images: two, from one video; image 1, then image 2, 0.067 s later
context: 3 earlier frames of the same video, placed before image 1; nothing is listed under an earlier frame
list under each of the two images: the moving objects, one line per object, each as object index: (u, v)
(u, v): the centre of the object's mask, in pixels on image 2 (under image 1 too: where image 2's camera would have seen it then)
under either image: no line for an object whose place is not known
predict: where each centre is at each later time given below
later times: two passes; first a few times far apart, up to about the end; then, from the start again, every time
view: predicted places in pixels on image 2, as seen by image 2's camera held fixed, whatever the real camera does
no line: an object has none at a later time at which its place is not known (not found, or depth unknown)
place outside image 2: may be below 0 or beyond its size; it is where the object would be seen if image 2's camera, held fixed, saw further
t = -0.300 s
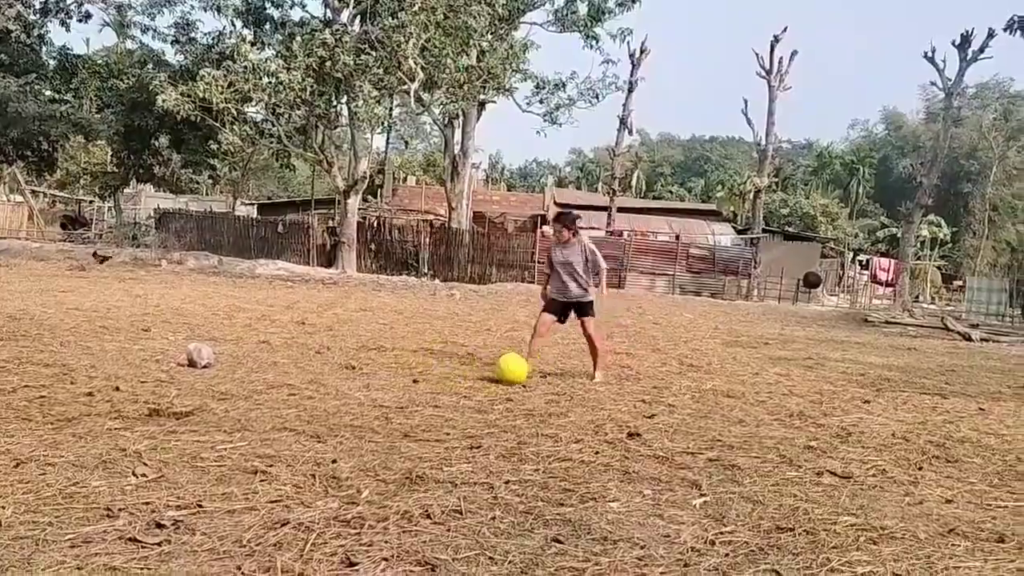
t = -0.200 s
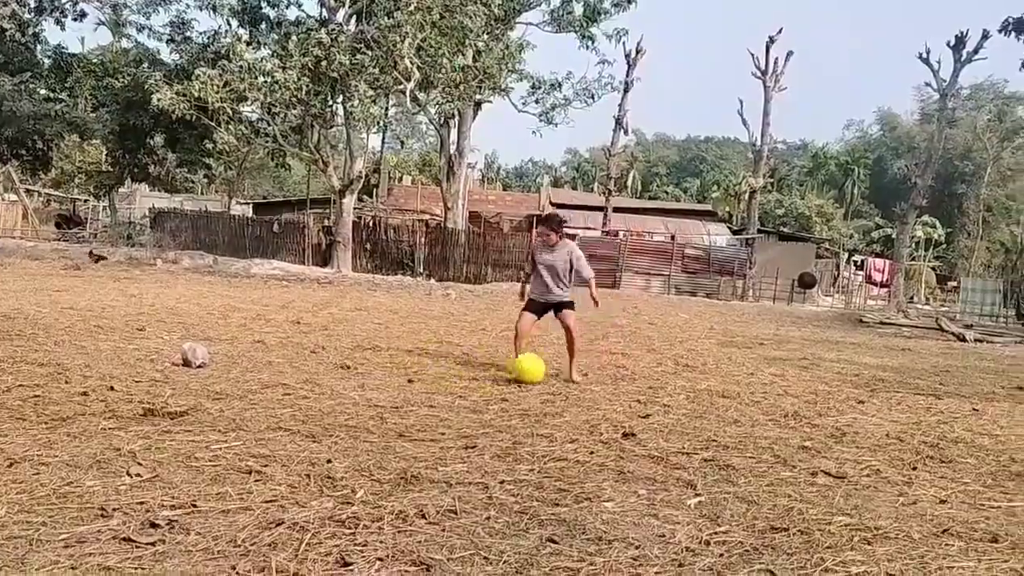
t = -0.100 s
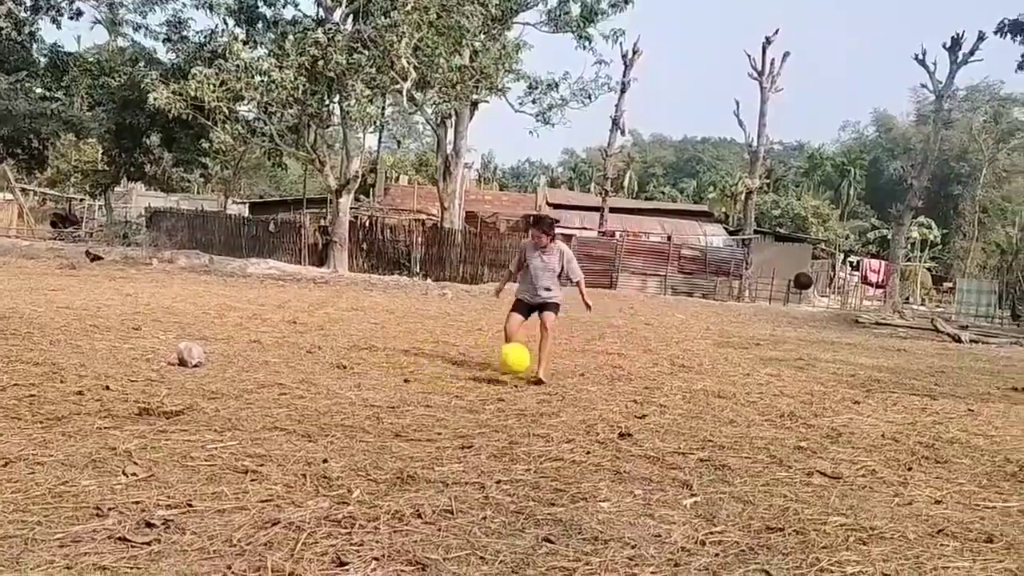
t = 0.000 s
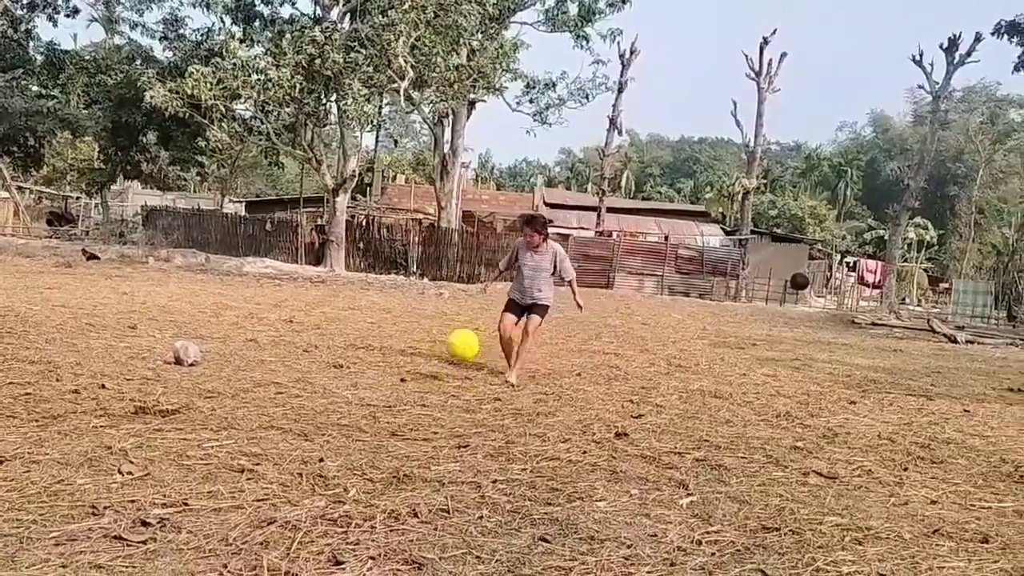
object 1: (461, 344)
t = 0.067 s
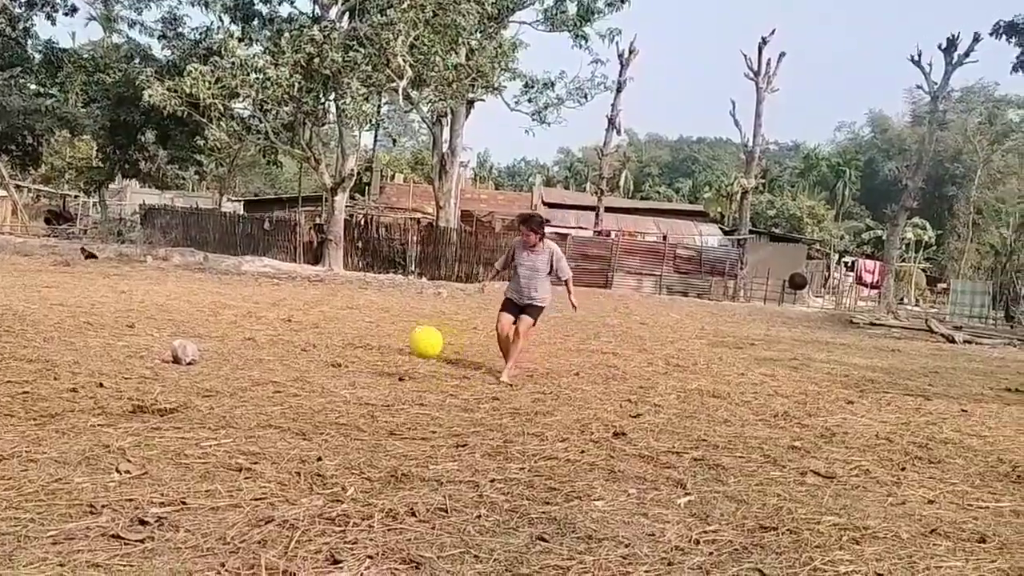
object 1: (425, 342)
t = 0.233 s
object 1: (330, 363)
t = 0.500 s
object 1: (262, 351)
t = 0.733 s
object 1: (201, 359)
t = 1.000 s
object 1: (124, 370)
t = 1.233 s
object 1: (55, 372)
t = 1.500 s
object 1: (-24, 375)
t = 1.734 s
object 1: (-88, 378)
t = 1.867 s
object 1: (-127, 381)
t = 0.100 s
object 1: (407, 343)
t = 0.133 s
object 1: (389, 345)
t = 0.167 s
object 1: (370, 349)
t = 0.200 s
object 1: (350, 355)
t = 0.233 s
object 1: (330, 363)
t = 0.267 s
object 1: (315, 366)
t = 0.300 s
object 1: (308, 359)
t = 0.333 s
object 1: (301, 354)
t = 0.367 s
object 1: (294, 350)
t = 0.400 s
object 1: (286, 348)
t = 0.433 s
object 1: (278, 347)
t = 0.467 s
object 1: (270, 348)
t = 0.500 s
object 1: (262, 351)
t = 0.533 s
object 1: (254, 356)
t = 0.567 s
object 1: (245, 362)
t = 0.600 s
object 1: (236, 366)
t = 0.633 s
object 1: (228, 362)
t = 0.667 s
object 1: (220, 360)
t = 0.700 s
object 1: (211, 359)
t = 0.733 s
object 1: (201, 359)
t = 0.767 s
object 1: (192, 362)
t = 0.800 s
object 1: (182, 367)
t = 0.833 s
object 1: (173, 368)
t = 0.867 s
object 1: (164, 366)
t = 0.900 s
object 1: (155, 367)
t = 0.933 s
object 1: (145, 368)
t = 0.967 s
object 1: (135, 370)
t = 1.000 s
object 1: (124, 370)
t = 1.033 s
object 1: (115, 371)
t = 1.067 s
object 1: (105, 371)
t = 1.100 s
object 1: (95, 371)
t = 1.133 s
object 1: (86, 370)
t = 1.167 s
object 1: (75, 372)
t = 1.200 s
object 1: (64, 372)
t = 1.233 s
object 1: (55, 372)
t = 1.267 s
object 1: (45, 373)
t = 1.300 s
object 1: (35, 374)
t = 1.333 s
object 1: (24, 376)
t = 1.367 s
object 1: (13, 377)
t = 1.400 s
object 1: (4, 375)
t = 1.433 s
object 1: (-5, 373)
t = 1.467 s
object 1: (-14, 374)
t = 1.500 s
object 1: (-24, 375)
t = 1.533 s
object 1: (-33, 375)
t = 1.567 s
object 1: (-42, 375)
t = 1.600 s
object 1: (-51, 376)
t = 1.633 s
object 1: (-60, 376)
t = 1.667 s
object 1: (-68, 377)
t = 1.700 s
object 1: (-79, 377)
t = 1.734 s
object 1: (-88, 378)
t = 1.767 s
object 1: (-98, 379)
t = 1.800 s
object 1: (-108, 380)
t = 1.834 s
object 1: (-116, 381)
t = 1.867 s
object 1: (-127, 381)
